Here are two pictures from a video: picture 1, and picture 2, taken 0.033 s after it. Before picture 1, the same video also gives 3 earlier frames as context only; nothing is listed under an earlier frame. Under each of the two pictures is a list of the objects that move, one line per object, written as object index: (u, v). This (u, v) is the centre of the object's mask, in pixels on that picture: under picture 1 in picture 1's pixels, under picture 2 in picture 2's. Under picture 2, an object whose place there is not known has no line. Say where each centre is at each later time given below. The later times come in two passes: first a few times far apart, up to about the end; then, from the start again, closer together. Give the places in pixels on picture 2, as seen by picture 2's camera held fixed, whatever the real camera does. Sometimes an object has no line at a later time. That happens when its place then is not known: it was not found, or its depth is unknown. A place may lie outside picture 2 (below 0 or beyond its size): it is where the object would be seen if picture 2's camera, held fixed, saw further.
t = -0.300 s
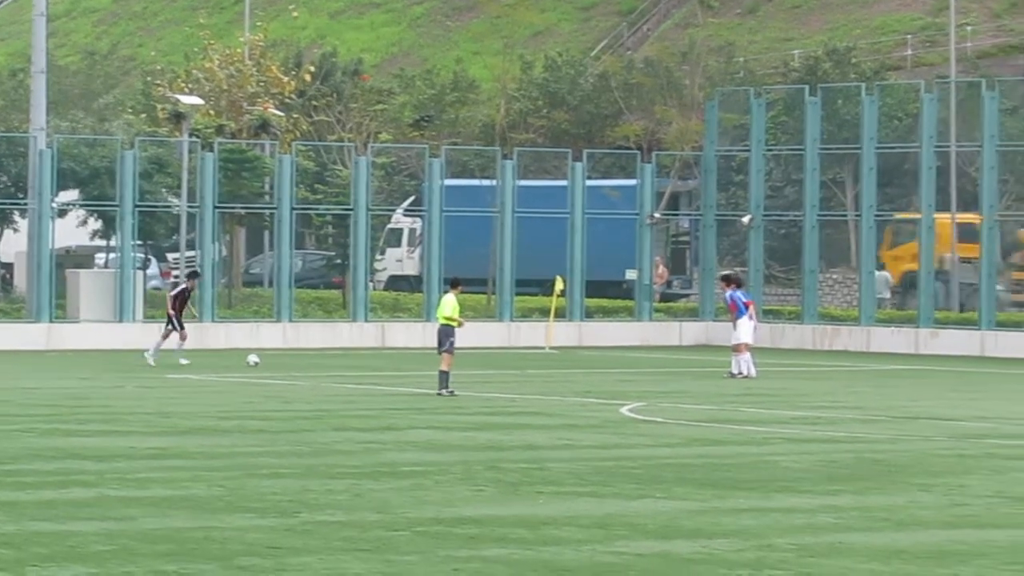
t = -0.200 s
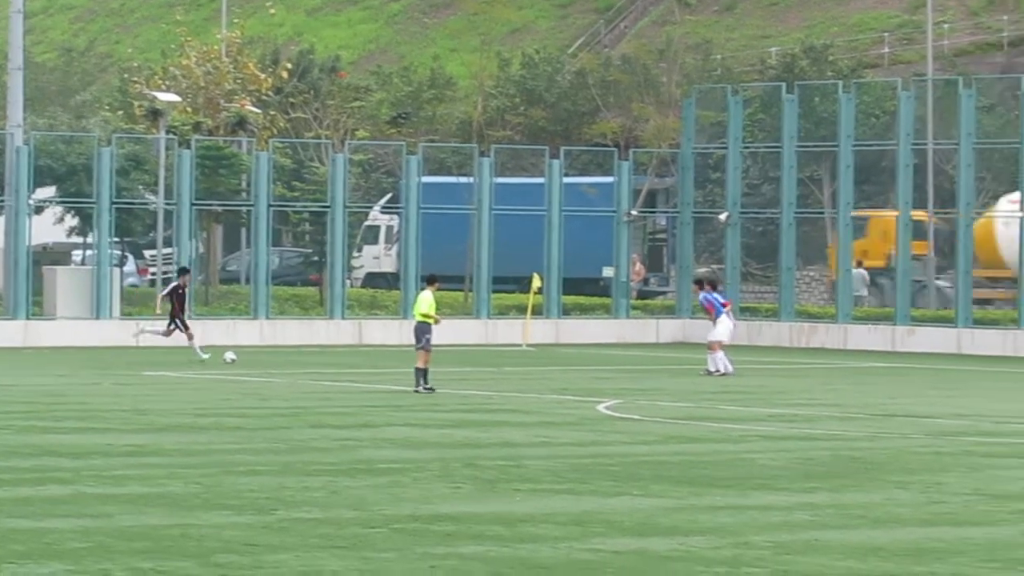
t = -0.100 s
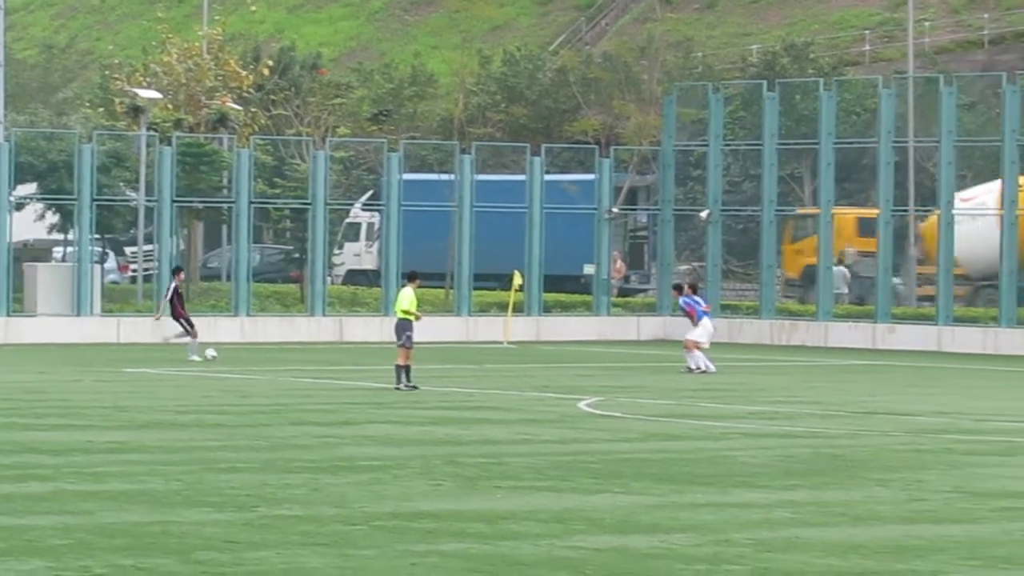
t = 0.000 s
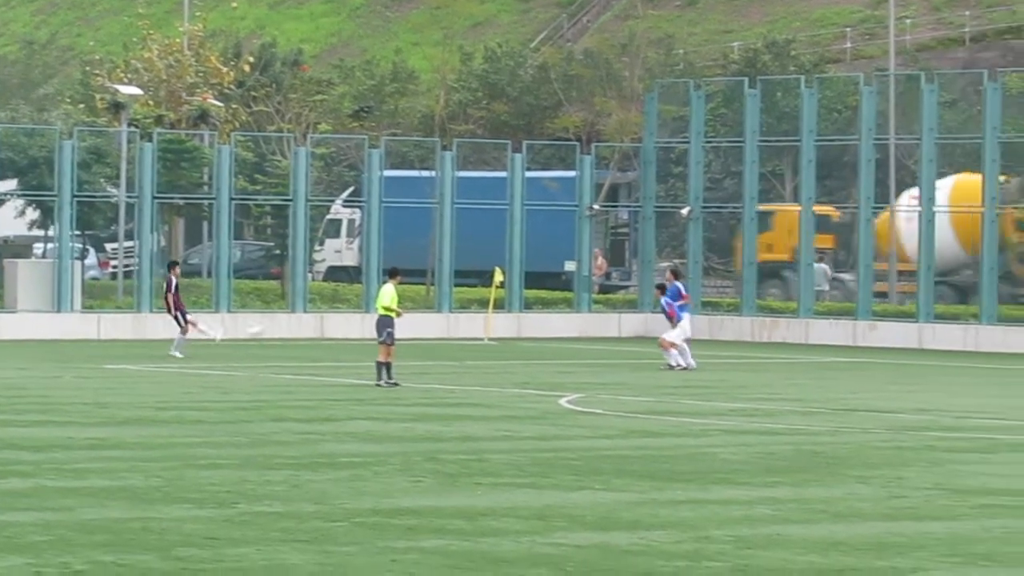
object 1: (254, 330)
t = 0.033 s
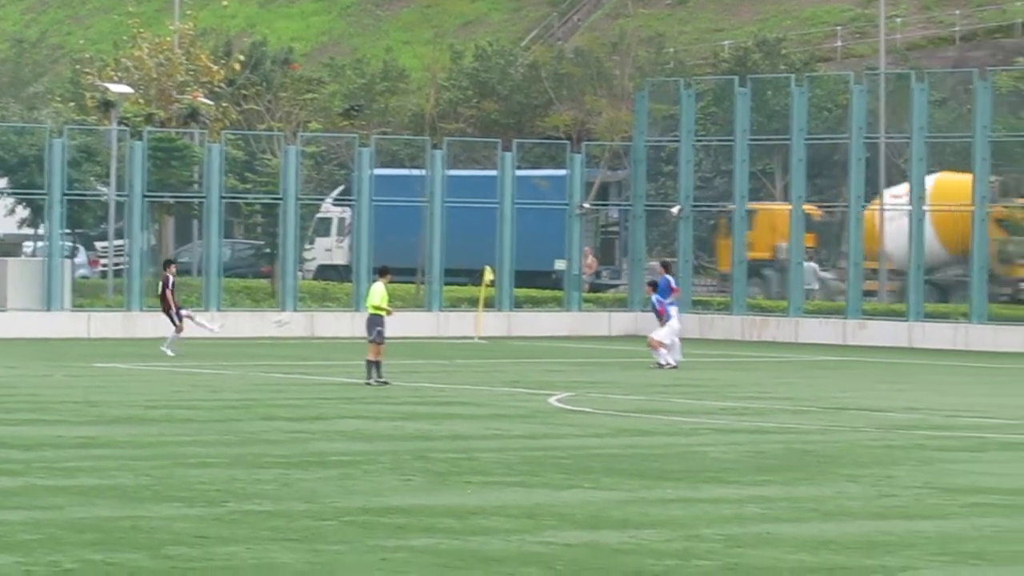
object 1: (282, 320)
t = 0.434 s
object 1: (703, 231)
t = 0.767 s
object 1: (1044, 217)
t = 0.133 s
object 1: (393, 289)
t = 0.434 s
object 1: (703, 231)
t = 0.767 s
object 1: (1044, 217)
